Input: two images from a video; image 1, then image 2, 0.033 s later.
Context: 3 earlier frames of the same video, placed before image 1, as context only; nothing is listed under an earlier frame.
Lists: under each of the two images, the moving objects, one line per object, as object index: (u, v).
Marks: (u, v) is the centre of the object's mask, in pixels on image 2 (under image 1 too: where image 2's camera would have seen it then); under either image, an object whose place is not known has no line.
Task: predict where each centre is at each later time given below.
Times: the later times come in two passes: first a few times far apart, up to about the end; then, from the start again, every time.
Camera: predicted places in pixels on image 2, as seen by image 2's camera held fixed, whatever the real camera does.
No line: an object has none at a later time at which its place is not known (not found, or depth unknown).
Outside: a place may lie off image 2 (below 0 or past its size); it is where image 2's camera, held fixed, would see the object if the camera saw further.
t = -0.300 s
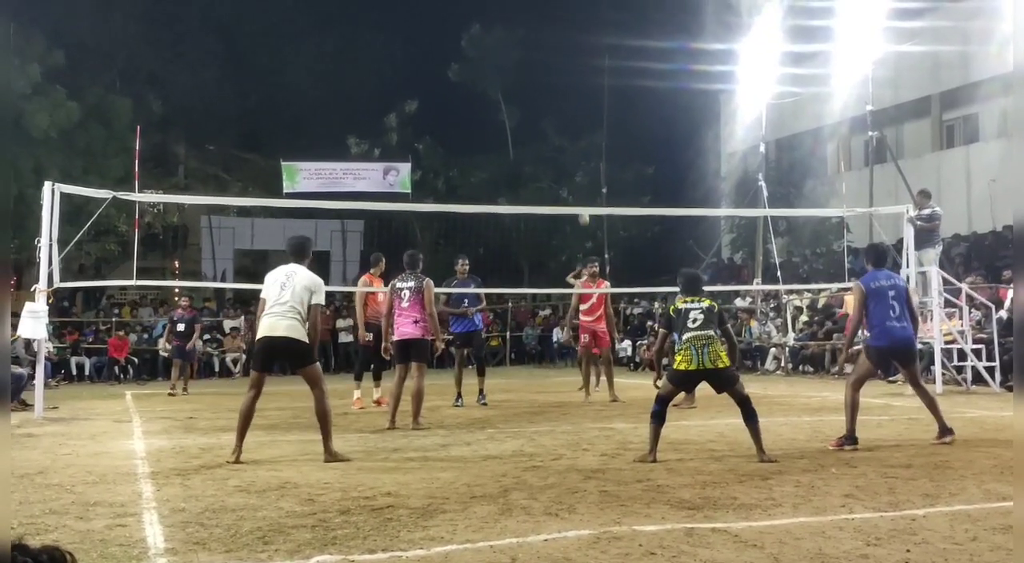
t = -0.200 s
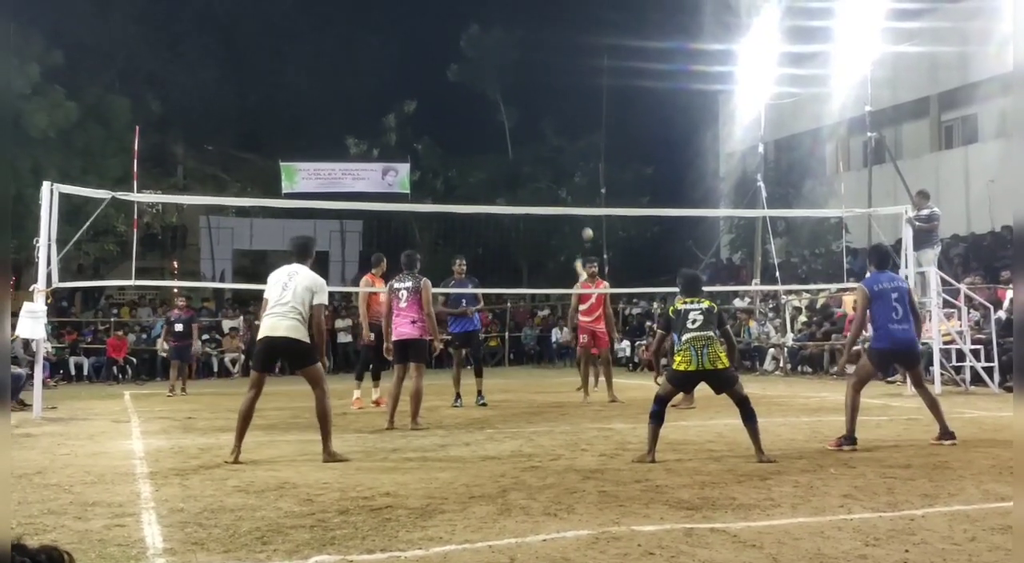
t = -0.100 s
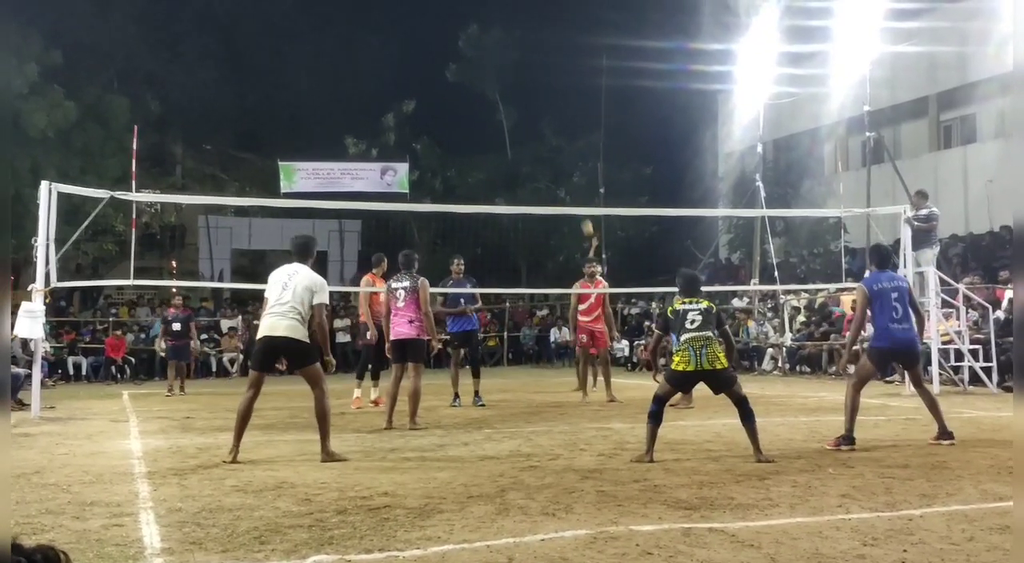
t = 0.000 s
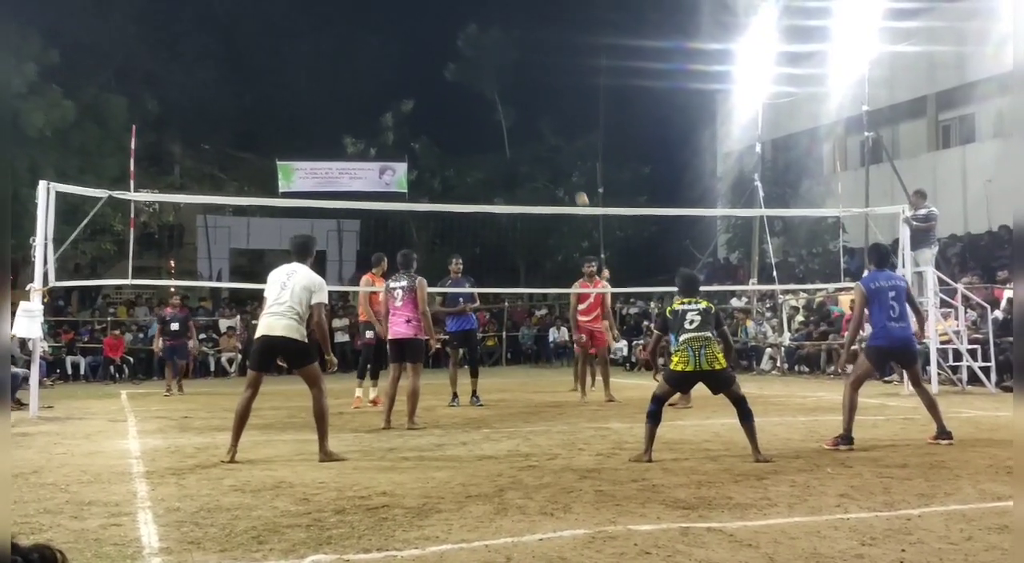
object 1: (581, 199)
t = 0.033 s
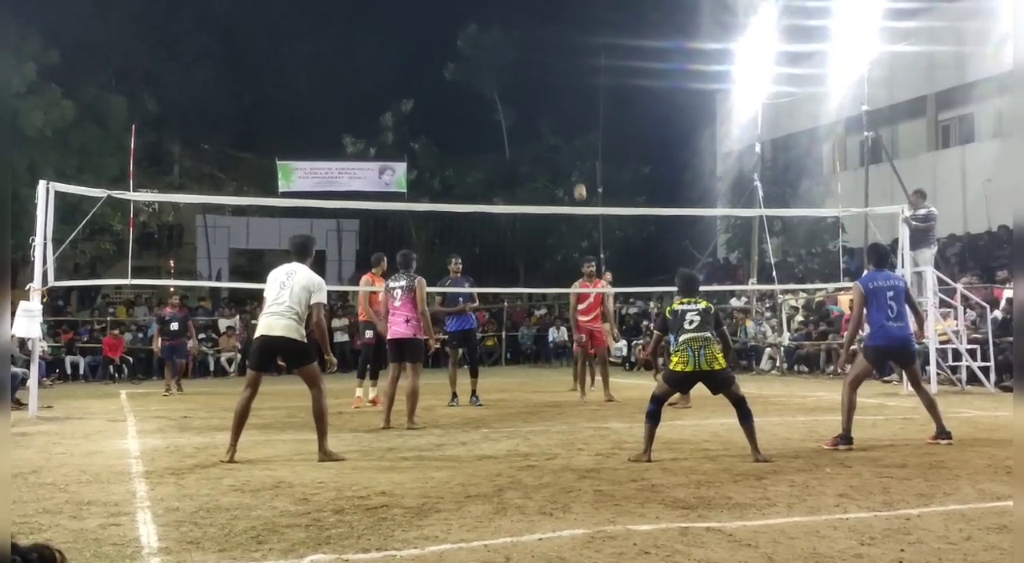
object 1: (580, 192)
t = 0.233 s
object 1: (568, 159)
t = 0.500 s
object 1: (542, 164)
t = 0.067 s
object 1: (578, 185)
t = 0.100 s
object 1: (576, 178)
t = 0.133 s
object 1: (574, 173)
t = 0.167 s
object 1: (572, 167)
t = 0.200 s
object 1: (570, 162)
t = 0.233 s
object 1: (568, 159)
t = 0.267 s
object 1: (565, 156)
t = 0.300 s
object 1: (563, 154)
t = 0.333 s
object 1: (560, 153)
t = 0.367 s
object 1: (557, 153)
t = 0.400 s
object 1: (553, 154)
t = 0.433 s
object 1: (550, 156)
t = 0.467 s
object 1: (546, 160)
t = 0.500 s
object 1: (542, 164)
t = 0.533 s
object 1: (538, 170)
